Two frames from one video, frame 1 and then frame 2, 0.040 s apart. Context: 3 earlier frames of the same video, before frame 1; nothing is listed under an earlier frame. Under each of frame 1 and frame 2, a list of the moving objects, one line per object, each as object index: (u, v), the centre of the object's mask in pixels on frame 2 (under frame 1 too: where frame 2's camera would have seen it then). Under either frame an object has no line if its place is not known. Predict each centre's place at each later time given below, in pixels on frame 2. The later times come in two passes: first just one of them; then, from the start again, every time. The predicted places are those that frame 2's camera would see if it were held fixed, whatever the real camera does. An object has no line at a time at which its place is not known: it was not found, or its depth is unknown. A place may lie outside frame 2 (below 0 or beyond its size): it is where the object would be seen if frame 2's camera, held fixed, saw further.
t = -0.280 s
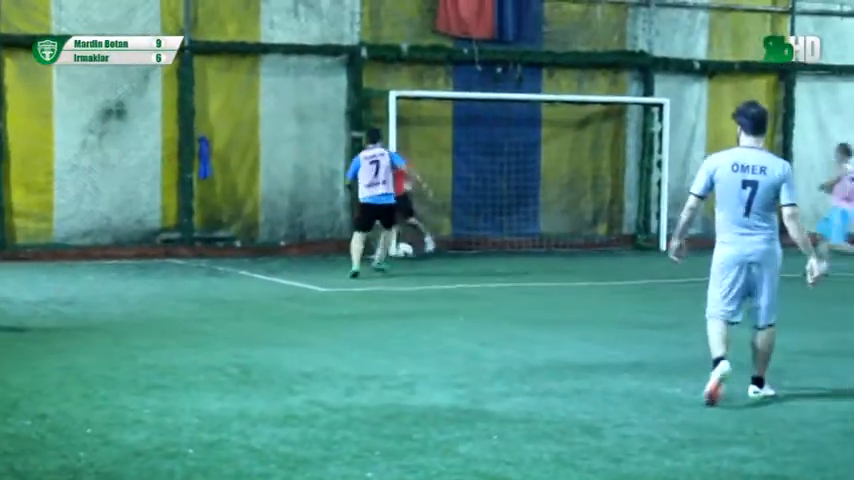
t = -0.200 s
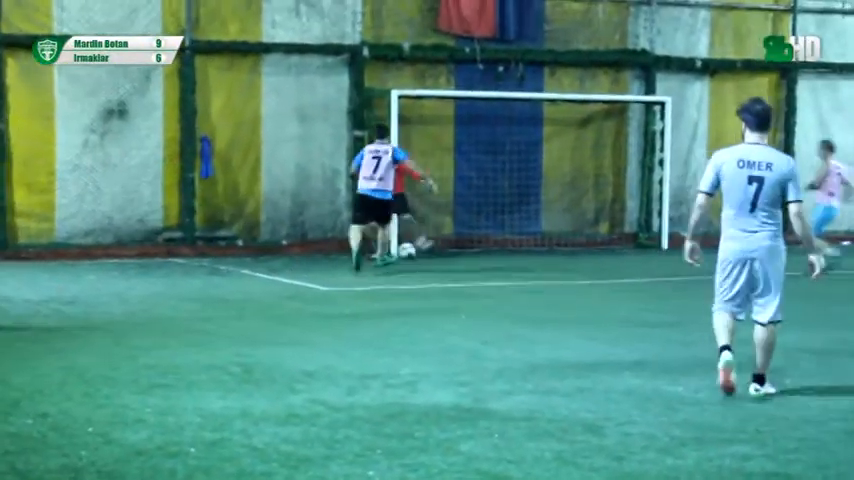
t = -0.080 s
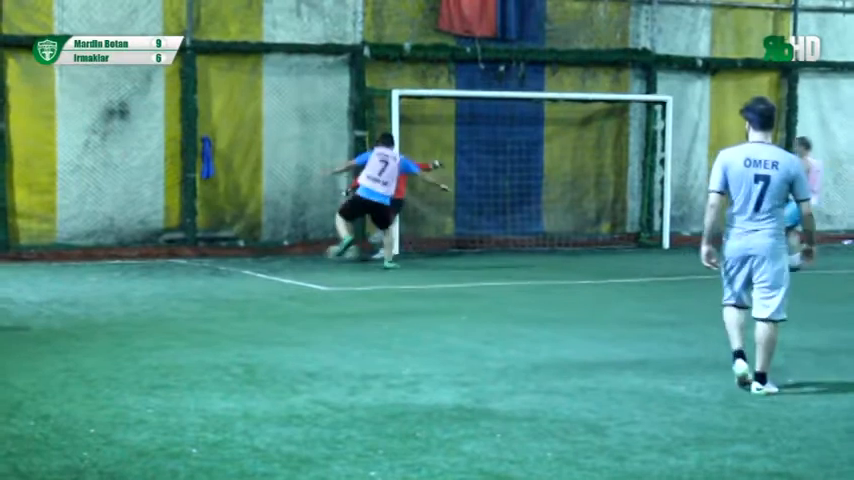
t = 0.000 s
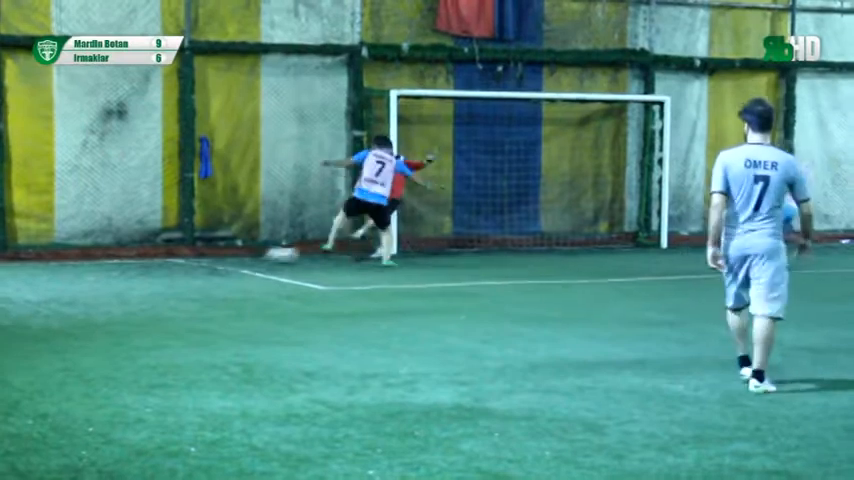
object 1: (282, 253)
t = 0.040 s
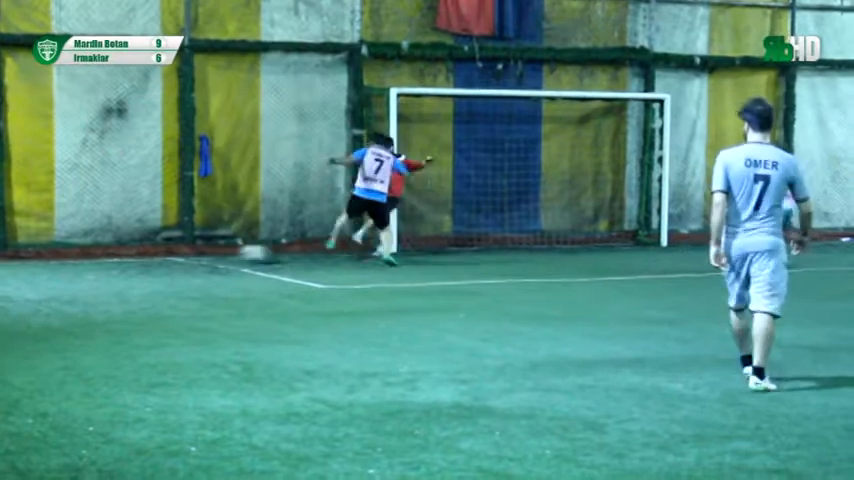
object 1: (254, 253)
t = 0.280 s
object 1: (97, 259)
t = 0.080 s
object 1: (226, 251)
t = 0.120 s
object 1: (199, 251)
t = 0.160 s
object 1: (172, 253)
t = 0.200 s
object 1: (145, 258)
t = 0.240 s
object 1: (121, 258)
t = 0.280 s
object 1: (97, 259)
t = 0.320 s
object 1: (72, 261)
